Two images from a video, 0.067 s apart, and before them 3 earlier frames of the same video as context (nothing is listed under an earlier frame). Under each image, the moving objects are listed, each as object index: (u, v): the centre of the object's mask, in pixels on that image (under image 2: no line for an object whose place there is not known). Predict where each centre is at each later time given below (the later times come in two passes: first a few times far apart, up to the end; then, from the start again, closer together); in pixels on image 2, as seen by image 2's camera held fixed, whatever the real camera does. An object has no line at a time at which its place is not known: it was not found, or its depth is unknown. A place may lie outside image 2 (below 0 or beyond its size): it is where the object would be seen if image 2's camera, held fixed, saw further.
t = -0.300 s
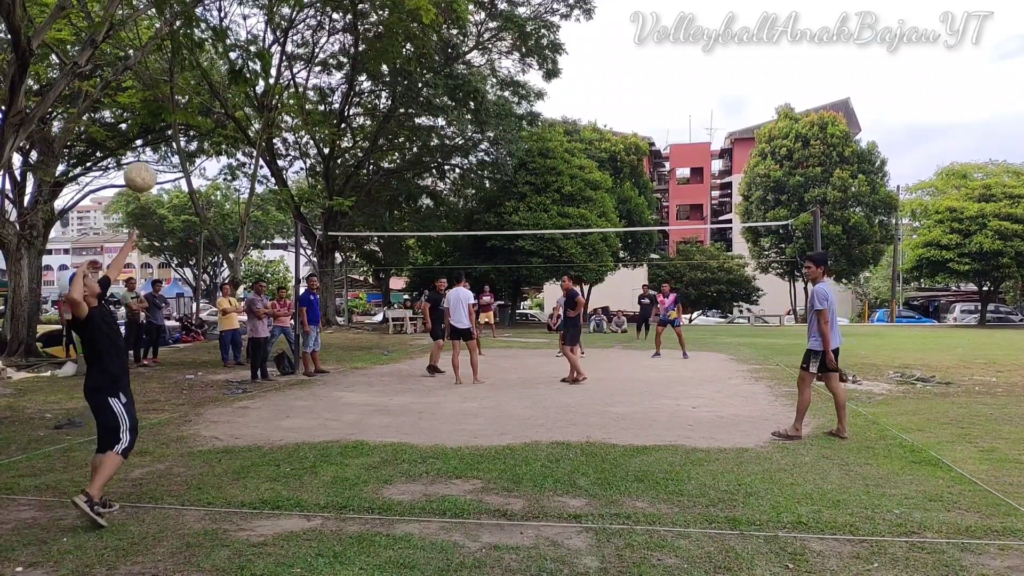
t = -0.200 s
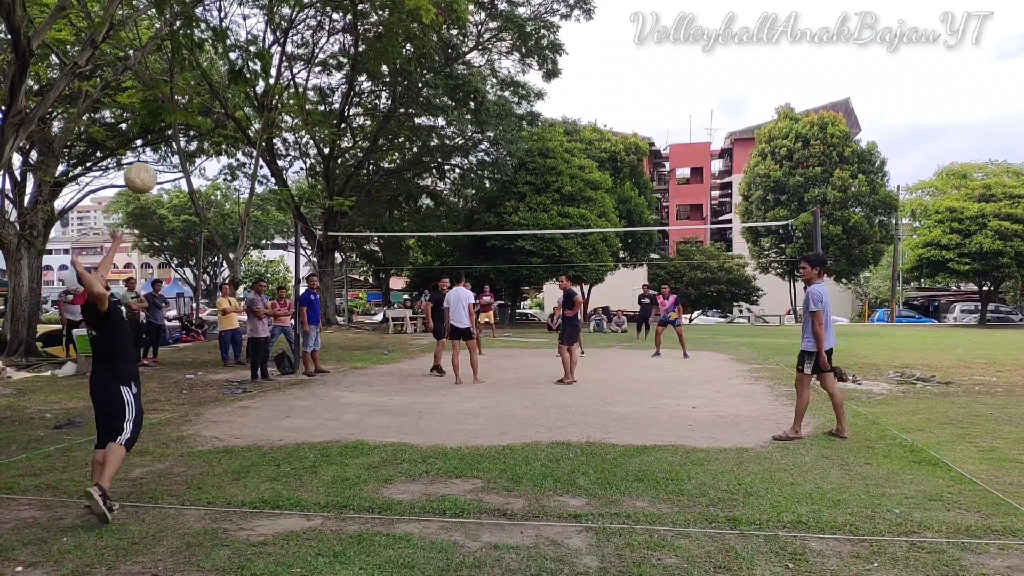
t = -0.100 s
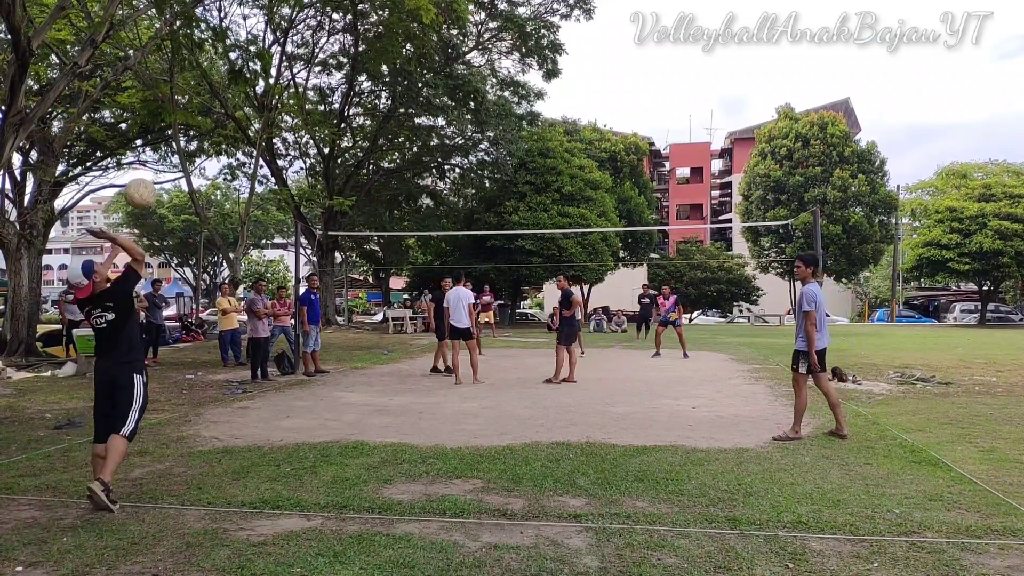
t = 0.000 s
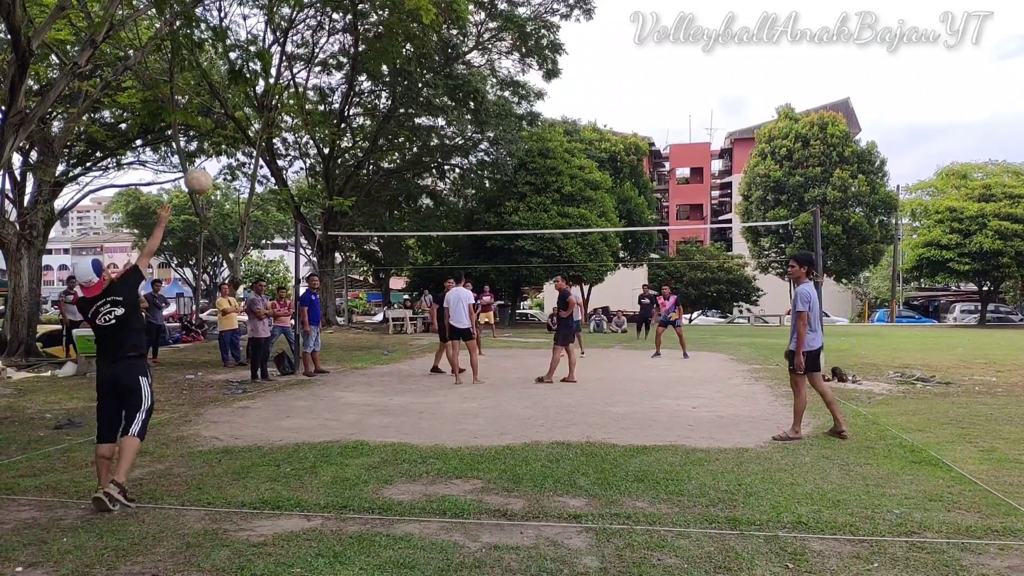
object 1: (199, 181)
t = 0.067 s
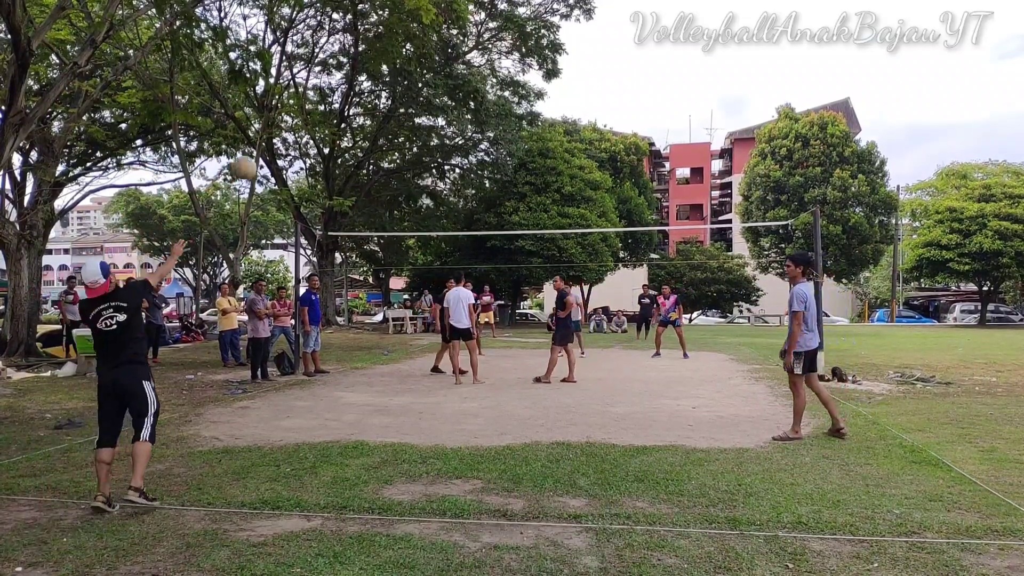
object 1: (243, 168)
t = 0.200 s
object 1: (308, 161)
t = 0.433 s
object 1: (375, 182)
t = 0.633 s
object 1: (411, 219)
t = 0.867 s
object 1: (439, 276)
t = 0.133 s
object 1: (280, 162)
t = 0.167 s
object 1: (295, 160)
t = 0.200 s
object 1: (308, 161)
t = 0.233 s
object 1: (322, 161)
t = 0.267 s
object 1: (331, 163)
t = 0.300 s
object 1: (341, 165)
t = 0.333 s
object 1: (351, 168)
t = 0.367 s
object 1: (359, 172)
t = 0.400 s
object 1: (367, 177)
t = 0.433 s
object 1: (375, 182)
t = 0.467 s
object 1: (381, 187)
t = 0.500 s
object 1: (388, 193)
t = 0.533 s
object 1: (394, 199)
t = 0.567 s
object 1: (400, 206)
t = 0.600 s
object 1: (406, 213)
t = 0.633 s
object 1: (411, 219)
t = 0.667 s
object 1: (415, 227)
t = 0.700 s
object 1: (420, 235)
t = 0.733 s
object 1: (424, 243)
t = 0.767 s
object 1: (428, 251)
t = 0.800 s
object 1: (432, 259)
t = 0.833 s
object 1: (436, 267)
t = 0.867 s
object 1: (439, 276)
